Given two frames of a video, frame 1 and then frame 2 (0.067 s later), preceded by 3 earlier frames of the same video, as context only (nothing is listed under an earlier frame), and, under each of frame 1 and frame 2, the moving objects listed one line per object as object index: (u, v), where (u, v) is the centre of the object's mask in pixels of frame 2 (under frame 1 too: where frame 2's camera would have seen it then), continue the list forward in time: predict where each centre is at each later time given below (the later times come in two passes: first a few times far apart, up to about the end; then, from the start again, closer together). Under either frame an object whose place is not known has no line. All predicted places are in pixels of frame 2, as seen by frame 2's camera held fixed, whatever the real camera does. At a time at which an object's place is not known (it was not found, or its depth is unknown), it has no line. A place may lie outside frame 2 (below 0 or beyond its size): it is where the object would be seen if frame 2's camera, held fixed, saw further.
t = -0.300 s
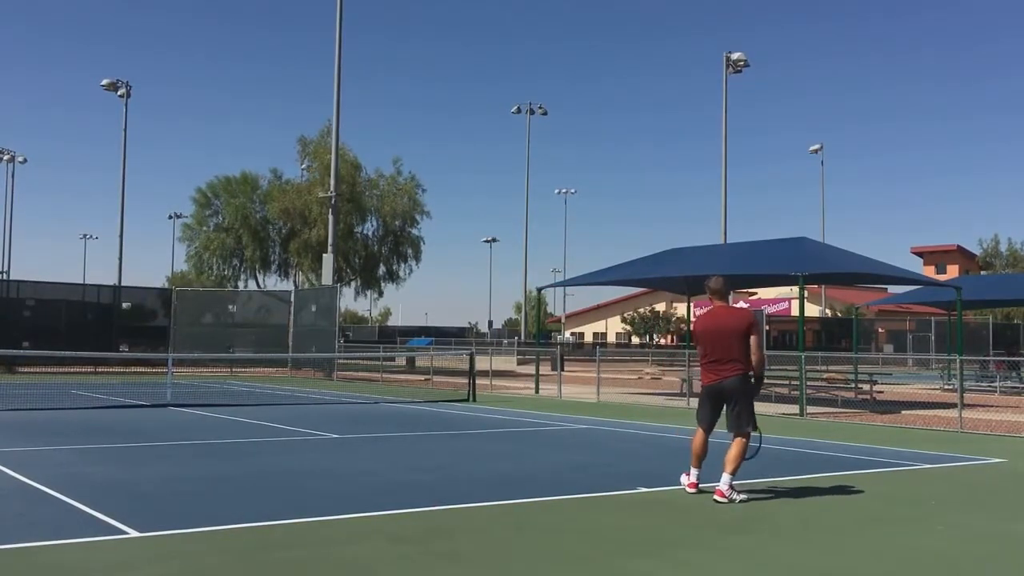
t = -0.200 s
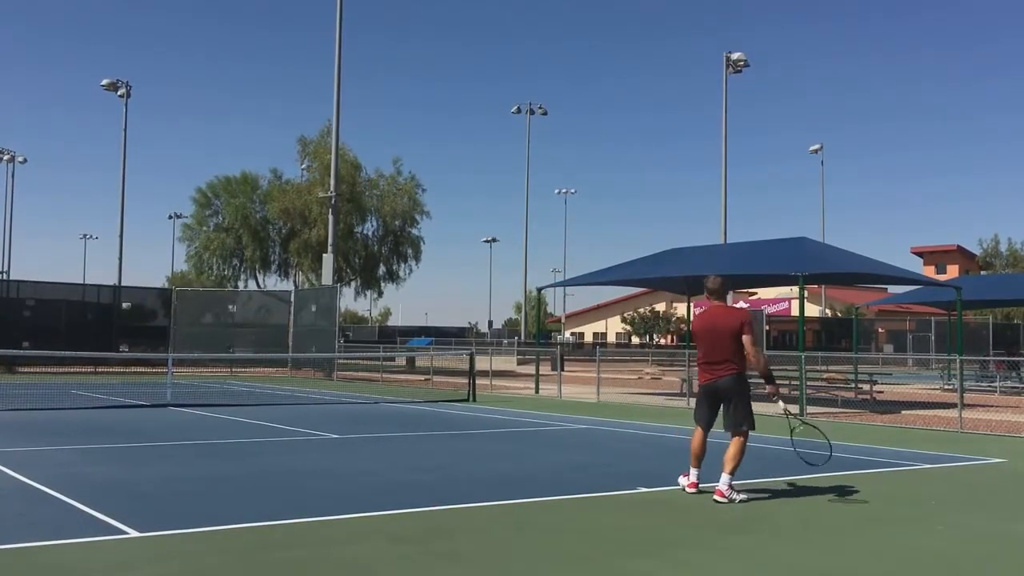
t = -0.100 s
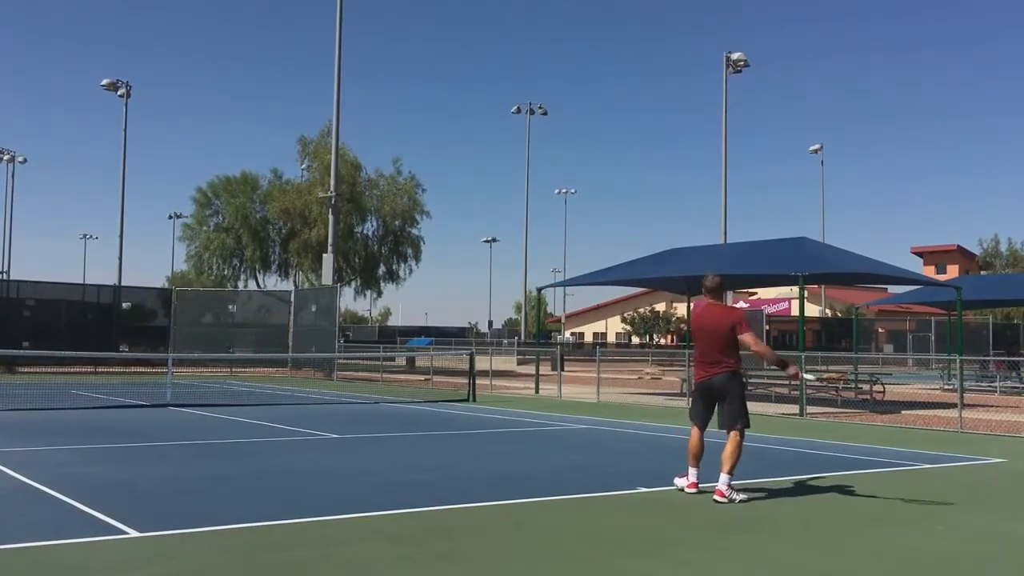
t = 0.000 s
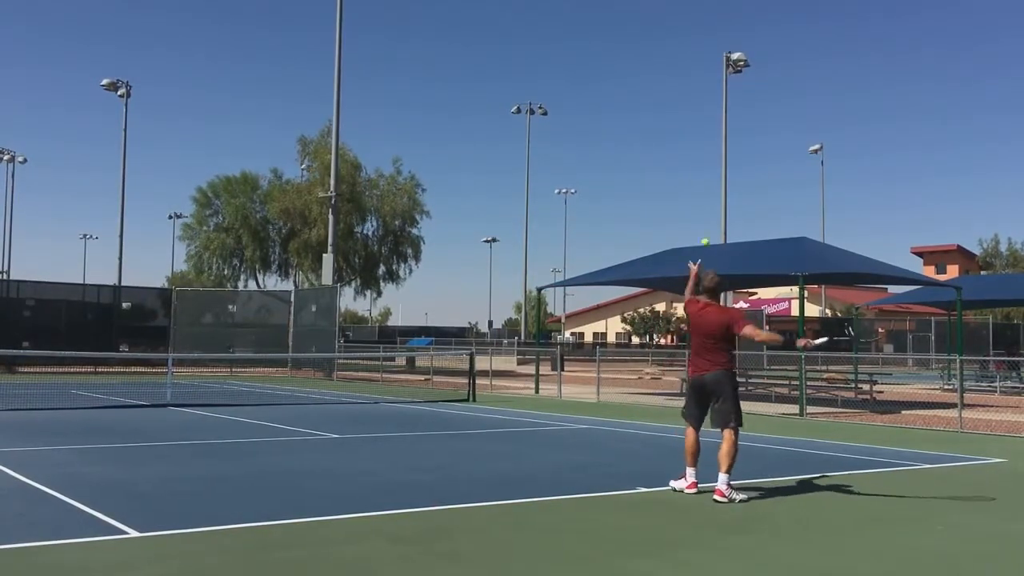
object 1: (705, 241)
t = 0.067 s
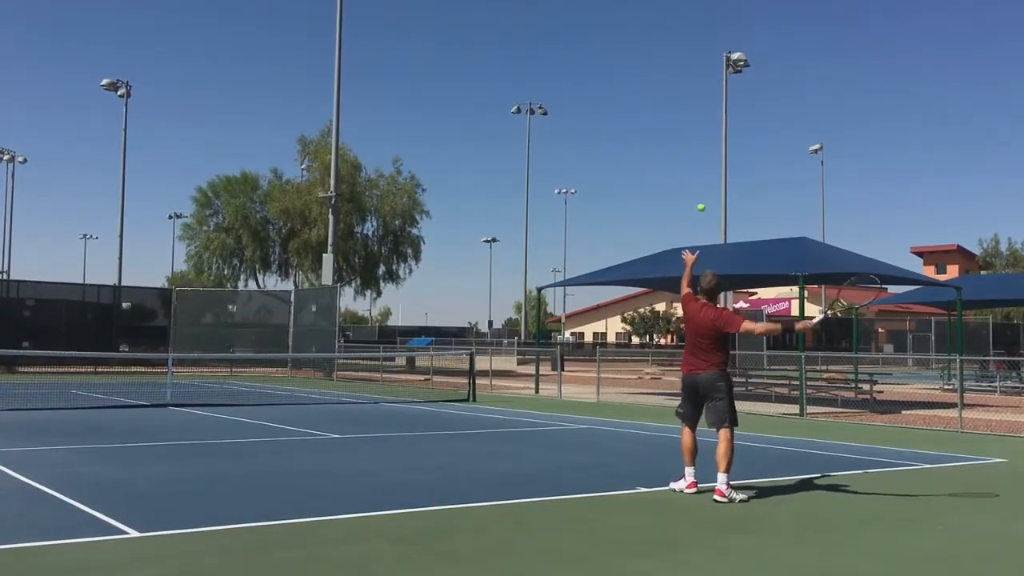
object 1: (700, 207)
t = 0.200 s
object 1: (692, 154)
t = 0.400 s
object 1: (680, 112)
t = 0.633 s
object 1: (667, 120)
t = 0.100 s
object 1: (698, 192)
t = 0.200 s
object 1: (692, 154)
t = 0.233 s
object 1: (690, 144)
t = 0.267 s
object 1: (687, 135)
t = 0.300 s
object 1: (685, 128)
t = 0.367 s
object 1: (681, 116)
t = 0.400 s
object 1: (680, 112)
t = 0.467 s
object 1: (676, 109)
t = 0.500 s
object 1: (674, 108)
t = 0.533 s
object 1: (672, 109)
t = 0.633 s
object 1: (667, 120)
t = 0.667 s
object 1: (665, 126)
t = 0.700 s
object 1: (664, 133)
